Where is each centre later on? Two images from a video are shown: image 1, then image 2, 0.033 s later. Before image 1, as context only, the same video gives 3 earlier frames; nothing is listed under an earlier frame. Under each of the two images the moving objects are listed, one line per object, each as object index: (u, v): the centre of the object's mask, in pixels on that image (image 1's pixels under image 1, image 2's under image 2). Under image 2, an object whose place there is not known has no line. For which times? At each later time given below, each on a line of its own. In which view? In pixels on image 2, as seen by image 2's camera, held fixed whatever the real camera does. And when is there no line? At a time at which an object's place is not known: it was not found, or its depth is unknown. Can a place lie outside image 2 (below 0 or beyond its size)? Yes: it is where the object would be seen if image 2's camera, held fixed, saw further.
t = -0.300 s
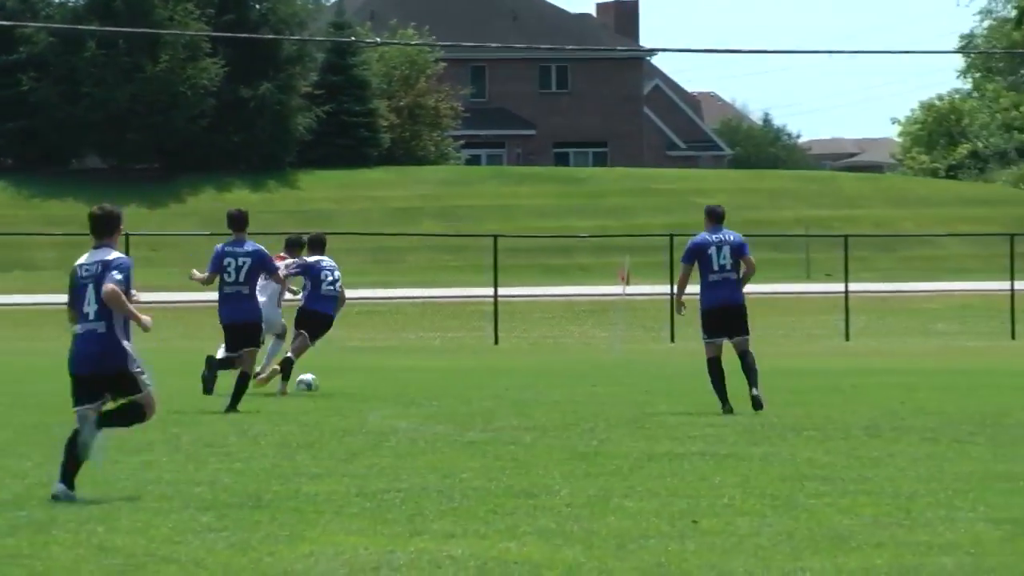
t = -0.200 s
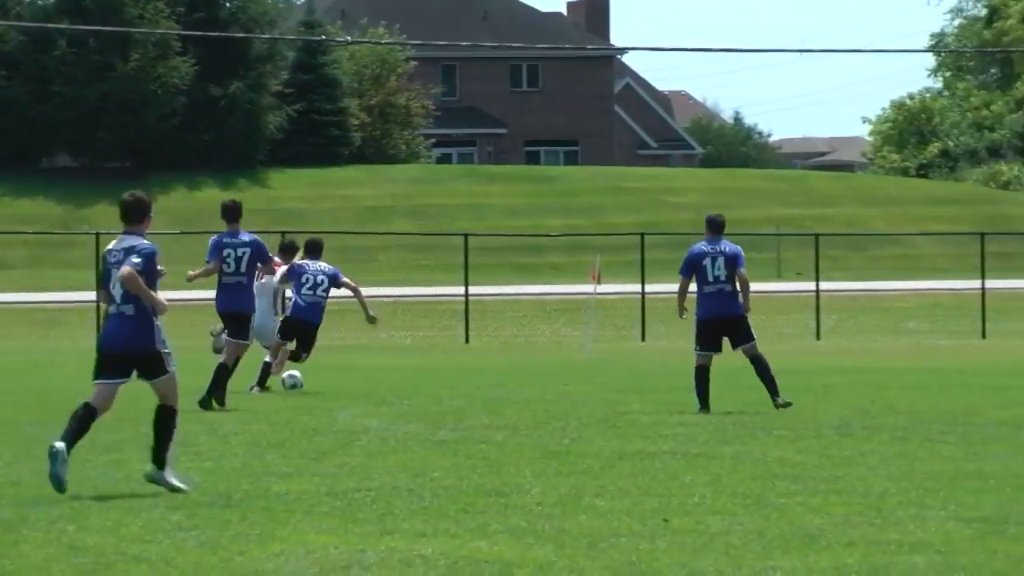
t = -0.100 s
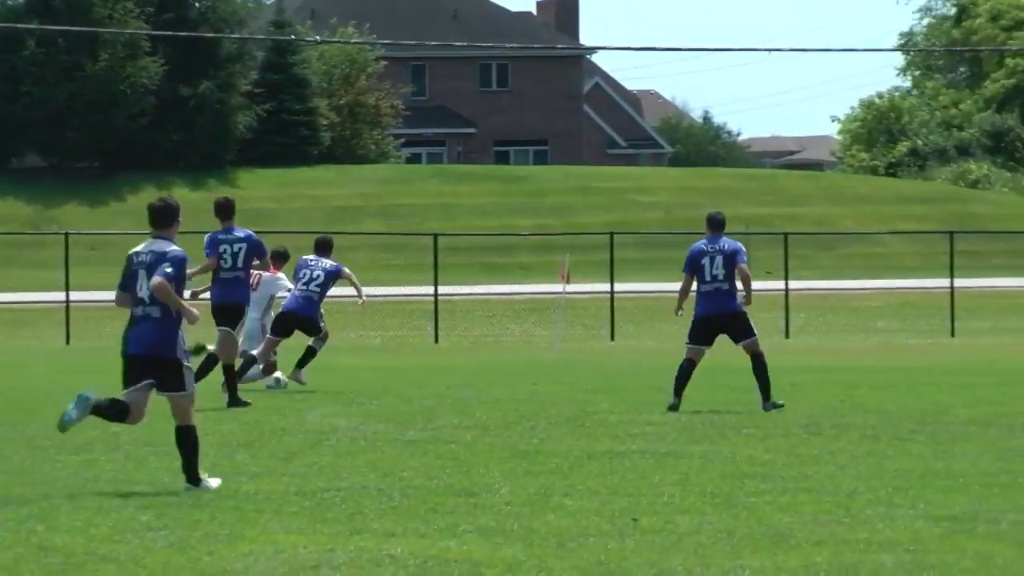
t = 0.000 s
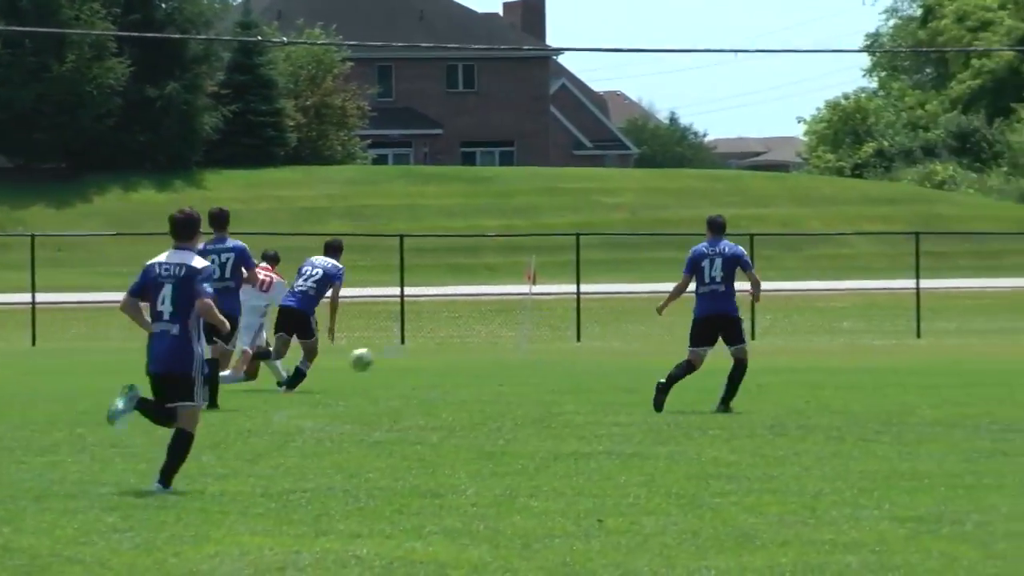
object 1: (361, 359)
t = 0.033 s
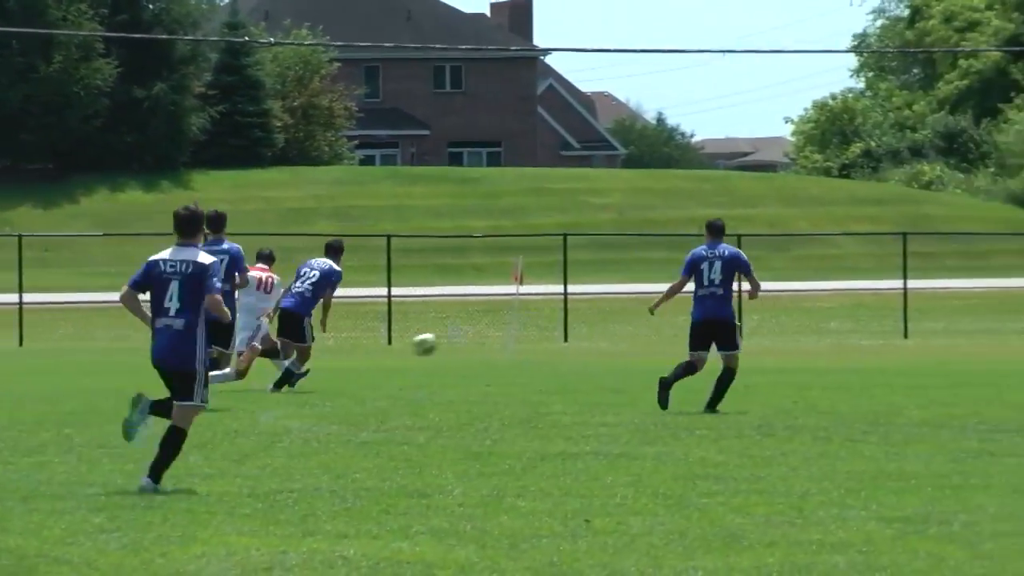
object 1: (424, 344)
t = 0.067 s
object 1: (501, 329)
